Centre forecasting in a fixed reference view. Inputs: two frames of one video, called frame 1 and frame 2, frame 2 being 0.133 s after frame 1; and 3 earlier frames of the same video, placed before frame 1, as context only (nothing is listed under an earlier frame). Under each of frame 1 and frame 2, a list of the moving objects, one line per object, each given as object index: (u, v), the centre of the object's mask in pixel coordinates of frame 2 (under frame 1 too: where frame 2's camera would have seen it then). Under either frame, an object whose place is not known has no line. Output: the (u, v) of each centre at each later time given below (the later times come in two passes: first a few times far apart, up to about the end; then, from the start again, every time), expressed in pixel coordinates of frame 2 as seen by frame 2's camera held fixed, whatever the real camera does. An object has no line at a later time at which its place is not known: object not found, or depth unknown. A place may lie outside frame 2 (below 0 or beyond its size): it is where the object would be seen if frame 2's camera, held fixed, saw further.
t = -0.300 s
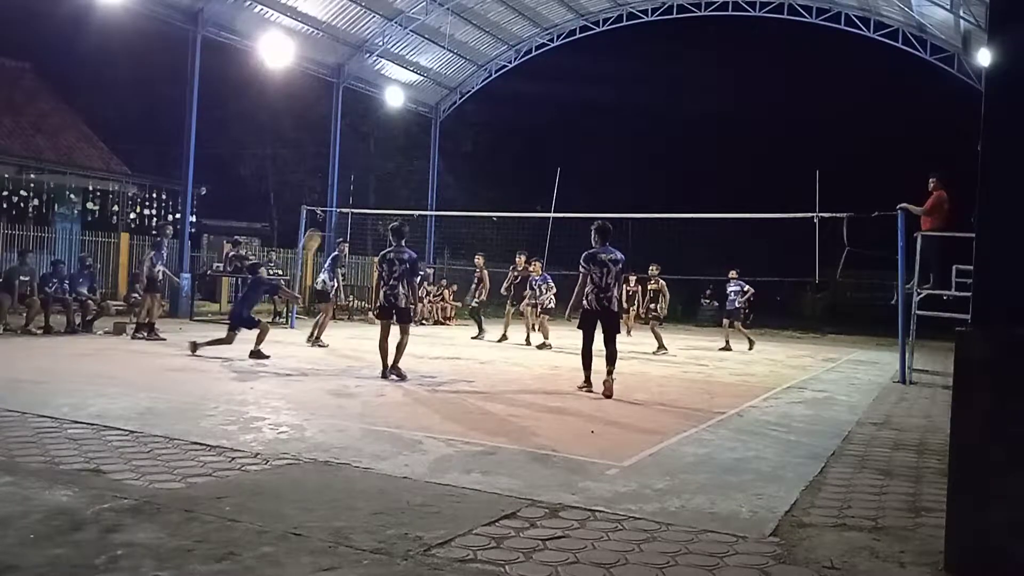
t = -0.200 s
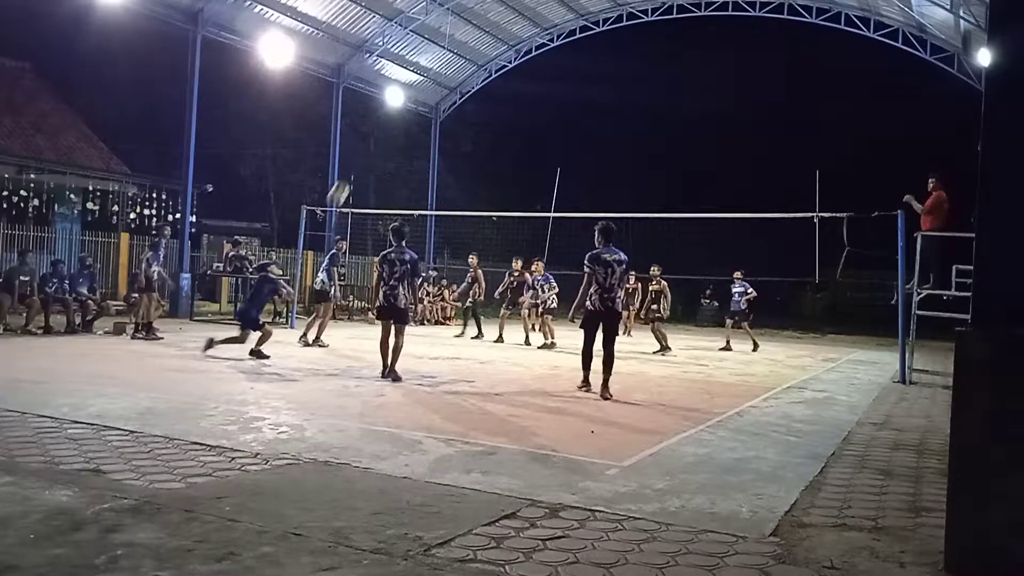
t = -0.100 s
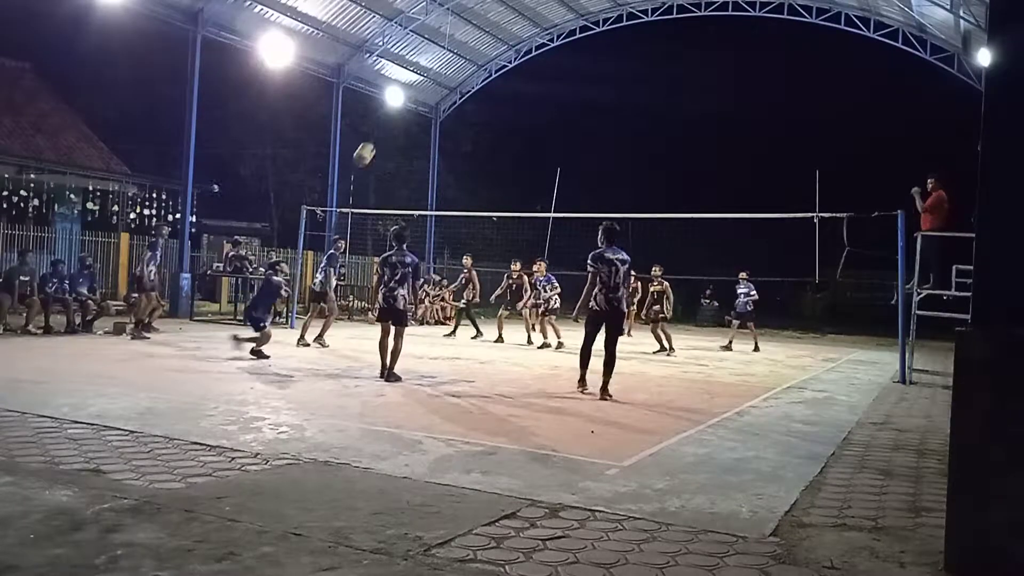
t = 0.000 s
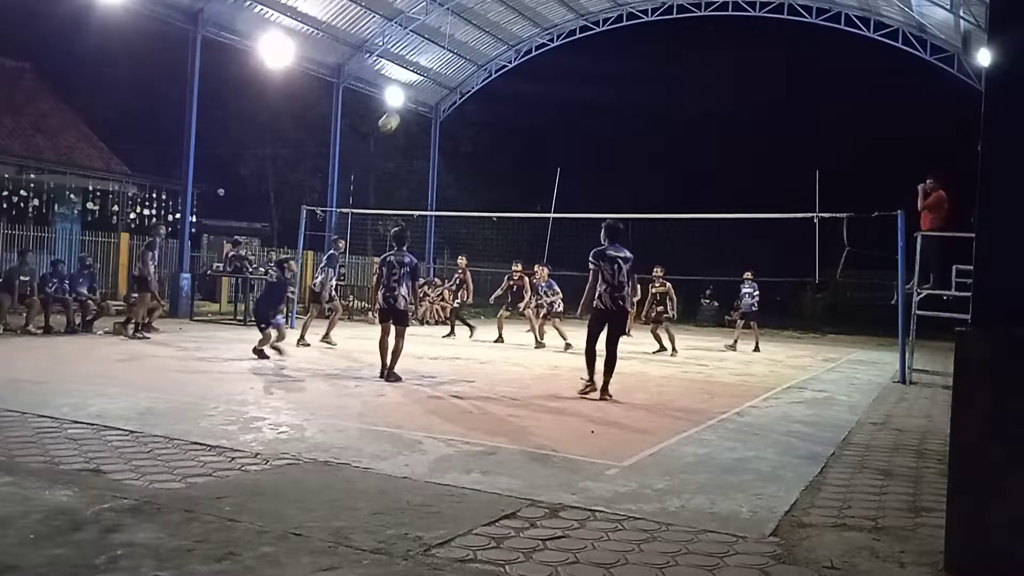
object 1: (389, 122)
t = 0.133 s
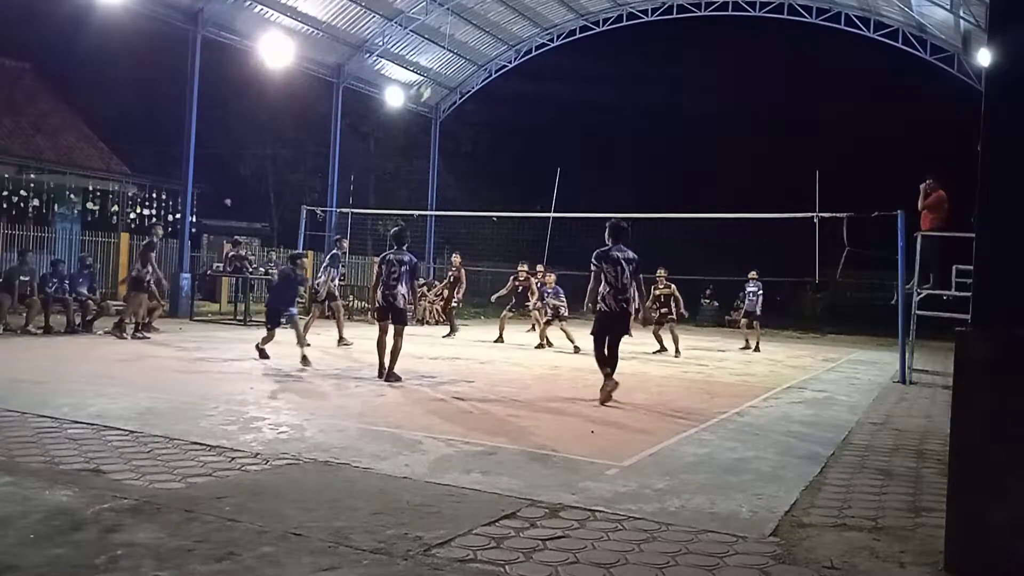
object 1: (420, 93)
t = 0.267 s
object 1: (451, 75)
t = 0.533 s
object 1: (504, 81)
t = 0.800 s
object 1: (550, 133)
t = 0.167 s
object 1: (430, 86)
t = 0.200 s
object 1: (436, 82)
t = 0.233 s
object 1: (442, 79)
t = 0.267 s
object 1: (451, 75)
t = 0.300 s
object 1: (459, 73)
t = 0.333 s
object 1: (464, 72)
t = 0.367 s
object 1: (471, 71)
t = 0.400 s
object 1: (478, 72)
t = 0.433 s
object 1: (483, 73)
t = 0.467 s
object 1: (491, 75)
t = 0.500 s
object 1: (497, 77)
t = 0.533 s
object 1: (504, 81)
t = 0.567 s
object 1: (510, 84)
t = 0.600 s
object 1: (516, 89)
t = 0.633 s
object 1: (522, 95)
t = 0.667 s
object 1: (528, 101)
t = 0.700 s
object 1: (533, 108)
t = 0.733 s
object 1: (539, 116)
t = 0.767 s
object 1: (545, 124)
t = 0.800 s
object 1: (550, 133)
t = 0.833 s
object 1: (556, 142)
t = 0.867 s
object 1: (561, 152)
